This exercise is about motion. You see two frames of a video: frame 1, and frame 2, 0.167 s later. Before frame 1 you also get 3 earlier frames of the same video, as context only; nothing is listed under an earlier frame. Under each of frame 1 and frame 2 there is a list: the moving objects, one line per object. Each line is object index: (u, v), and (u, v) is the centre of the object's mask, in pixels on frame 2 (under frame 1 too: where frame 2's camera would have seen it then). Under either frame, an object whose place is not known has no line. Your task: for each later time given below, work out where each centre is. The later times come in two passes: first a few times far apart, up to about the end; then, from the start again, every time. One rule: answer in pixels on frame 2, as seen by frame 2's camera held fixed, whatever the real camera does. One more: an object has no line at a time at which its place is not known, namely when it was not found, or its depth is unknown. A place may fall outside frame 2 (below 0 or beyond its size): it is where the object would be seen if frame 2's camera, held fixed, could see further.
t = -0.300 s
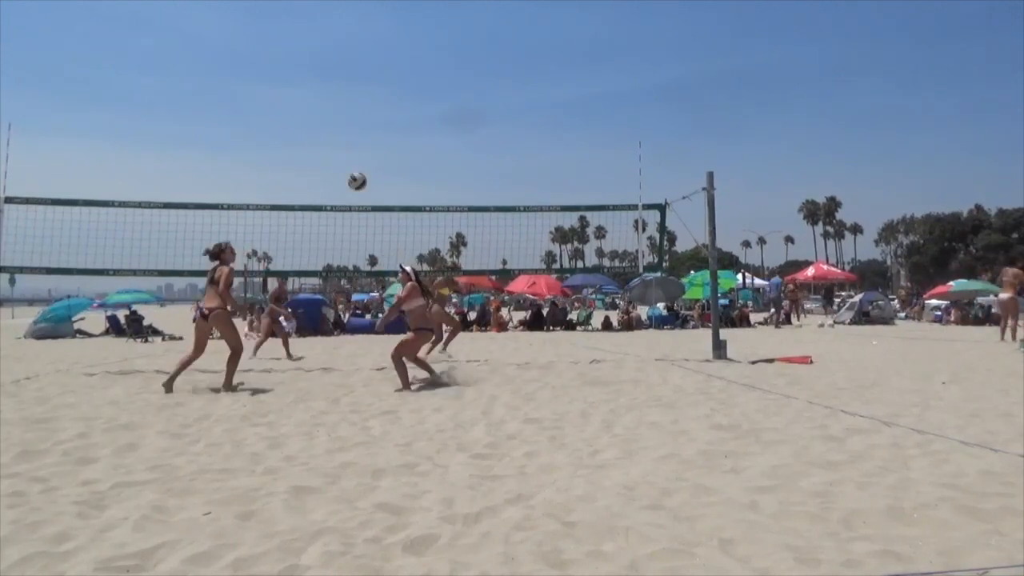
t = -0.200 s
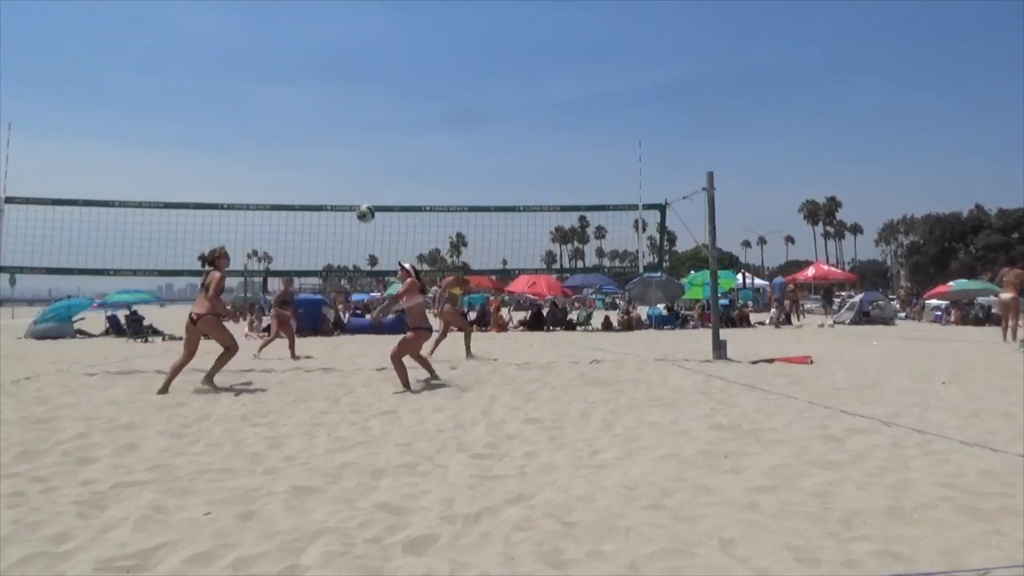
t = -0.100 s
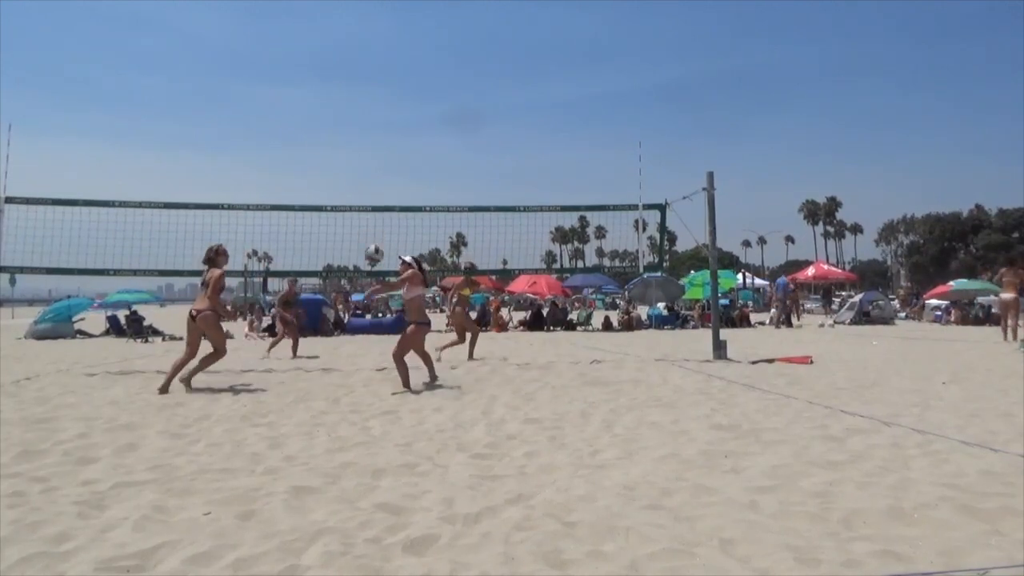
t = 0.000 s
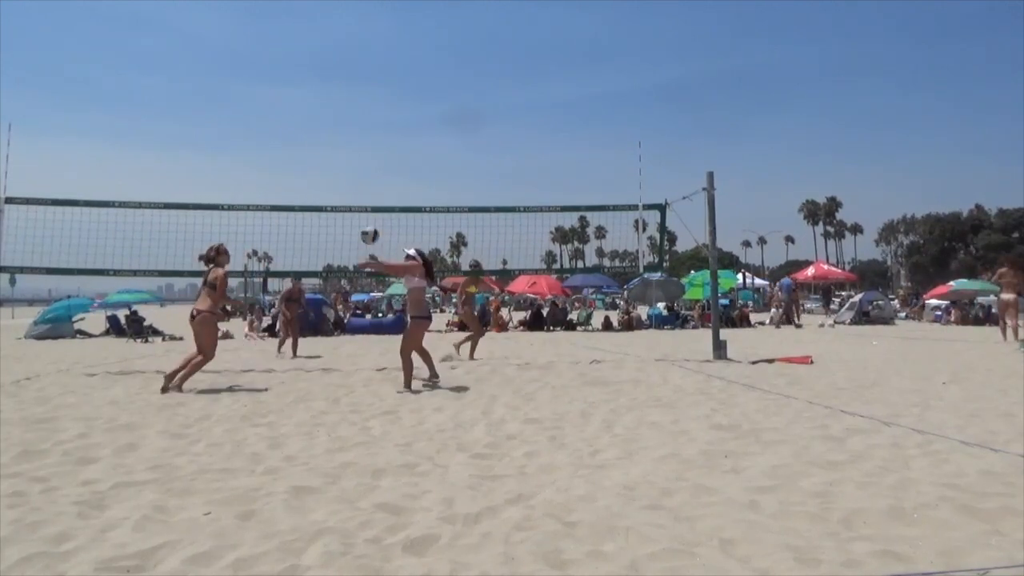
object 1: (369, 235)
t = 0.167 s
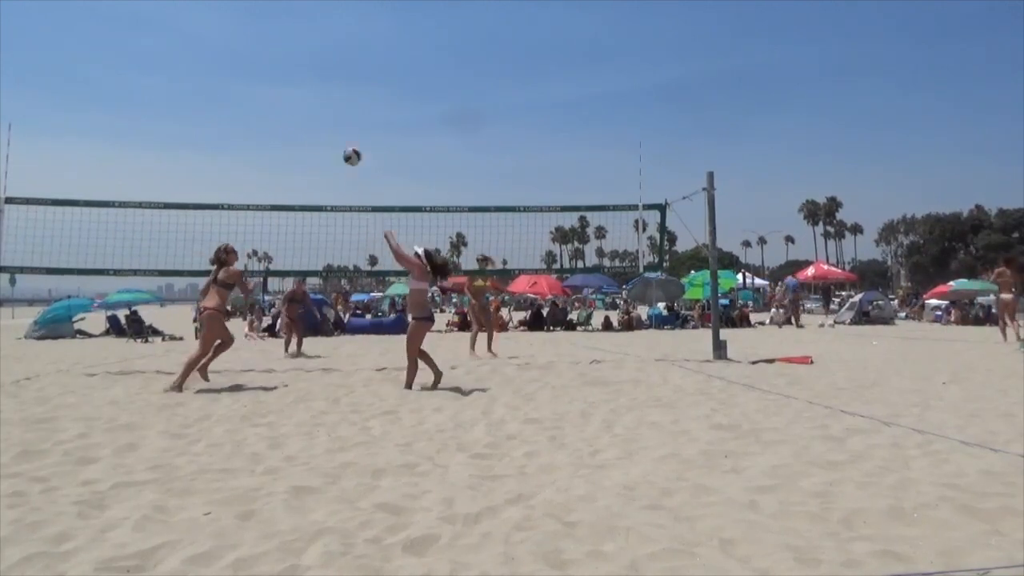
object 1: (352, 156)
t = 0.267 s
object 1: (342, 122)
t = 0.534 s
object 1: (321, 78)
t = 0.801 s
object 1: (306, 96)
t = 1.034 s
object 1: (297, 153)
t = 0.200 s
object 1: (348, 144)
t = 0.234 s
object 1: (345, 132)
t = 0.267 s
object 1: (342, 122)
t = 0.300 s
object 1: (339, 113)
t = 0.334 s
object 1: (336, 104)
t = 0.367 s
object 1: (333, 98)
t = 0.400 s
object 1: (330, 92)
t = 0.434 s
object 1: (328, 87)
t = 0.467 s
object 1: (326, 83)
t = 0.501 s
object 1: (323, 80)
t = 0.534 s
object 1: (321, 78)
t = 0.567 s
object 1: (319, 77)
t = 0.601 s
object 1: (317, 77)
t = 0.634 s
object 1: (314, 78)
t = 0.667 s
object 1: (313, 80)
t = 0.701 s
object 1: (311, 83)
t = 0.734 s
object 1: (309, 86)
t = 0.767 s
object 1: (308, 91)
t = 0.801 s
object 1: (306, 96)
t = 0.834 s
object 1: (305, 101)
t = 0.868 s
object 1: (304, 109)
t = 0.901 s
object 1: (302, 116)
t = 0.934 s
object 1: (301, 124)
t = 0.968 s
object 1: (299, 132)
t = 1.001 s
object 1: (298, 142)
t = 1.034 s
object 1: (297, 153)
